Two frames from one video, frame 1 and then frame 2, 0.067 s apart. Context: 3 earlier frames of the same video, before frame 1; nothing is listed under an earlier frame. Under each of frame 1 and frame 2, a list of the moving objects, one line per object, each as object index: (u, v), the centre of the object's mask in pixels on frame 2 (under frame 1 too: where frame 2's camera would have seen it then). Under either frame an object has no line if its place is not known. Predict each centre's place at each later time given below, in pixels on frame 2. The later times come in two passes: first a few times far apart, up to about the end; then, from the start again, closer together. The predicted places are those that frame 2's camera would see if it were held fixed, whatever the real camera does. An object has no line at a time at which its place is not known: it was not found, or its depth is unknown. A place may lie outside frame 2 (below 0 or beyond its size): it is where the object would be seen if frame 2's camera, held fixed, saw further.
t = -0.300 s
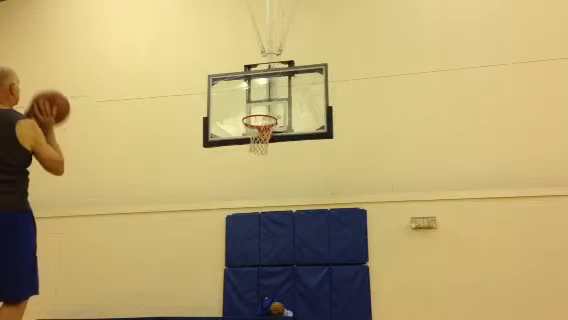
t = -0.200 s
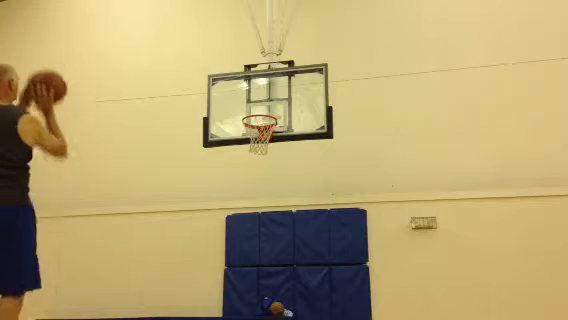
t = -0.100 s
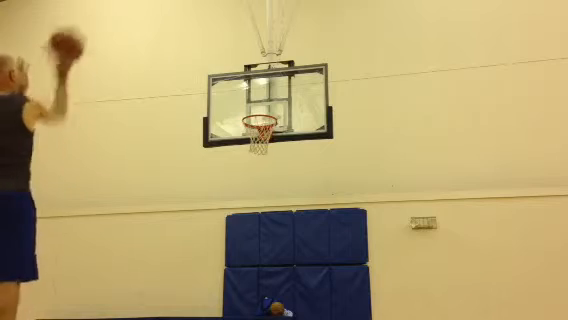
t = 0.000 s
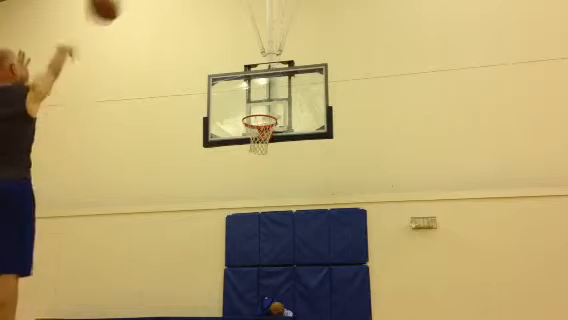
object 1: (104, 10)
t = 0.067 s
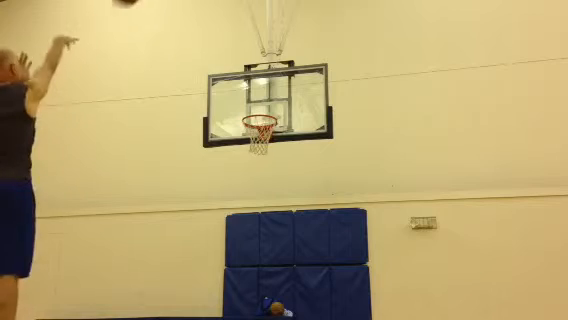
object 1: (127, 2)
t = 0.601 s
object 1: (225, 24)
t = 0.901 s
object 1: (255, 113)
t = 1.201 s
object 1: (266, 158)
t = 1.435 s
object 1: (271, 215)
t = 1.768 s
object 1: (272, 315)
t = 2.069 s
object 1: (273, 240)
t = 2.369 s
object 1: (273, 226)
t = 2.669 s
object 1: (273, 285)
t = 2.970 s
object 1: (278, 296)
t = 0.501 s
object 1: (212, 6)
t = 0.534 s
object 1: (216, 9)
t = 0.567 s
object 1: (220, 16)
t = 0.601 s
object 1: (225, 24)
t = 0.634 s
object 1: (229, 32)
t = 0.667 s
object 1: (233, 41)
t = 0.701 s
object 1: (236, 50)
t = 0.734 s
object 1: (240, 60)
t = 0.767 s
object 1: (243, 69)
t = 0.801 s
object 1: (247, 80)
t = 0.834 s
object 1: (249, 93)
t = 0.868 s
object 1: (252, 103)
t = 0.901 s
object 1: (255, 113)
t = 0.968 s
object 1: (265, 137)
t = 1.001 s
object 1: (263, 139)
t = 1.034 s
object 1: (264, 138)
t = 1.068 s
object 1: (264, 144)
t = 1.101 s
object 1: (265, 148)
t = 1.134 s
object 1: (265, 150)
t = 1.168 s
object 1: (266, 153)
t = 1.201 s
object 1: (266, 158)
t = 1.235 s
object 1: (266, 164)
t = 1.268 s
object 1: (267, 171)
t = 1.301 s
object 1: (267, 178)
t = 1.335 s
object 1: (267, 186)
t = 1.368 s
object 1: (268, 195)
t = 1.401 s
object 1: (268, 205)
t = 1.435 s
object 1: (271, 215)
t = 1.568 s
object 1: (270, 268)
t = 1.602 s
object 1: (271, 281)
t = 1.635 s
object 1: (271, 300)
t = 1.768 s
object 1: (272, 315)
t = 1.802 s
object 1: (273, 307)
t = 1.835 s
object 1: (272, 295)
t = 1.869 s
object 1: (272, 288)
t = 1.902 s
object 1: (273, 277)
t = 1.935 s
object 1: (273, 265)
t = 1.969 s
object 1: (273, 259)
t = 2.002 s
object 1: (273, 253)
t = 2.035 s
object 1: (273, 246)
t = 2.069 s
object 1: (273, 240)
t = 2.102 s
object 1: (273, 235)
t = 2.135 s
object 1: (273, 233)
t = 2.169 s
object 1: (273, 230)
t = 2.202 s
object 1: (273, 227)
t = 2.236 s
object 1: (273, 226)
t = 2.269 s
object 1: (273, 226)
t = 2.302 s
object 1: (273, 226)
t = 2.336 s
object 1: (273, 226)
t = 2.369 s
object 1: (273, 226)
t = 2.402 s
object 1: (274, 230)
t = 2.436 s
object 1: (274, 233)
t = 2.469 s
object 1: (274, 238)
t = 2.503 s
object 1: (273, 243)
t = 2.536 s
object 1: (274, 249)
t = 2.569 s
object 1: (272, 258)
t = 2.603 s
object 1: (274, 265)
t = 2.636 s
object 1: (274, 276)
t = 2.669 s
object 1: (273, 285)
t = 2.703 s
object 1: (275, 296)
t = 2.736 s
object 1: (275, 310)
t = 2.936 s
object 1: (276, 306)
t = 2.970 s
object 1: (278, 296)
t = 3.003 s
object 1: (278, 292)
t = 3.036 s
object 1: (278, 288)
